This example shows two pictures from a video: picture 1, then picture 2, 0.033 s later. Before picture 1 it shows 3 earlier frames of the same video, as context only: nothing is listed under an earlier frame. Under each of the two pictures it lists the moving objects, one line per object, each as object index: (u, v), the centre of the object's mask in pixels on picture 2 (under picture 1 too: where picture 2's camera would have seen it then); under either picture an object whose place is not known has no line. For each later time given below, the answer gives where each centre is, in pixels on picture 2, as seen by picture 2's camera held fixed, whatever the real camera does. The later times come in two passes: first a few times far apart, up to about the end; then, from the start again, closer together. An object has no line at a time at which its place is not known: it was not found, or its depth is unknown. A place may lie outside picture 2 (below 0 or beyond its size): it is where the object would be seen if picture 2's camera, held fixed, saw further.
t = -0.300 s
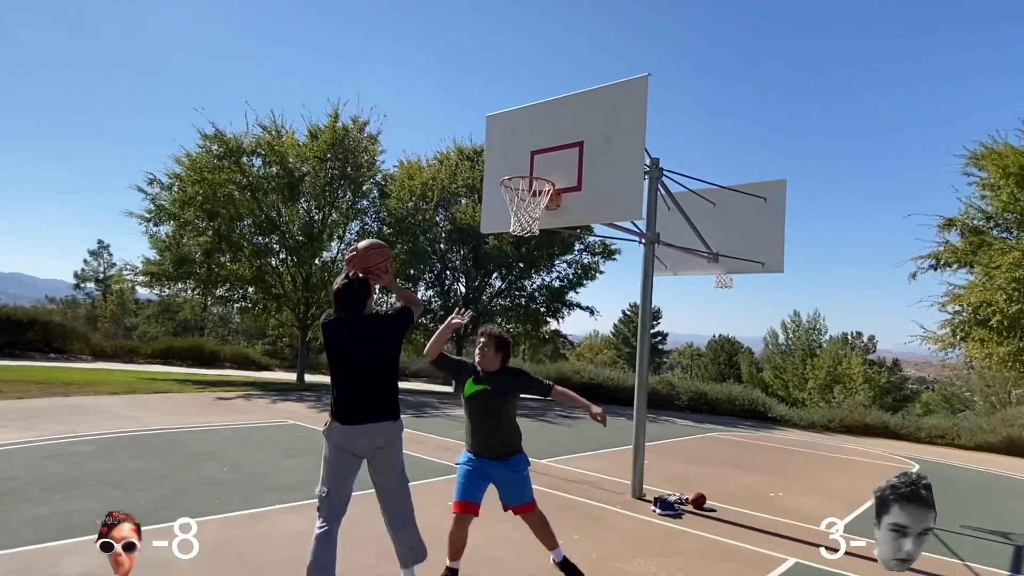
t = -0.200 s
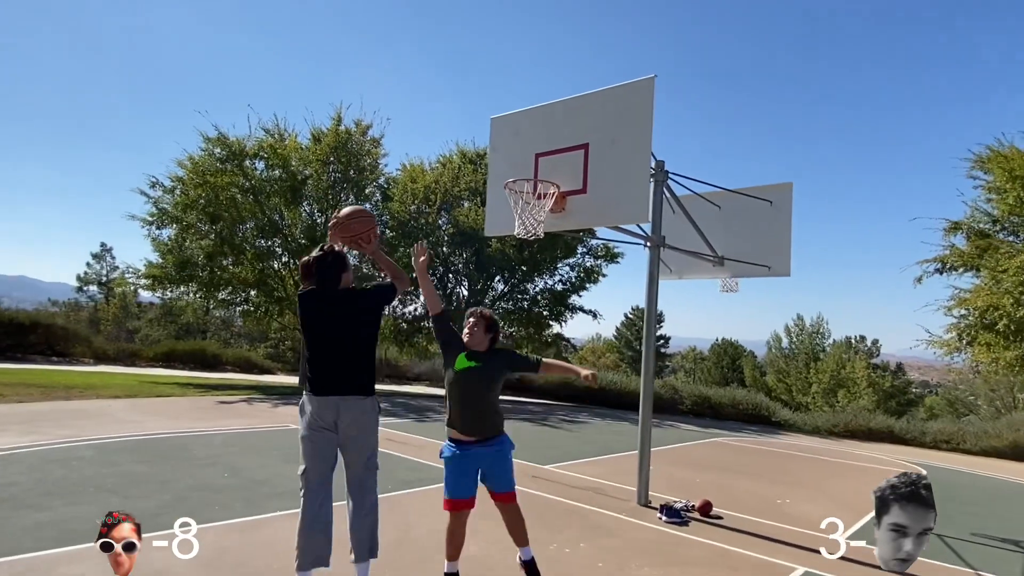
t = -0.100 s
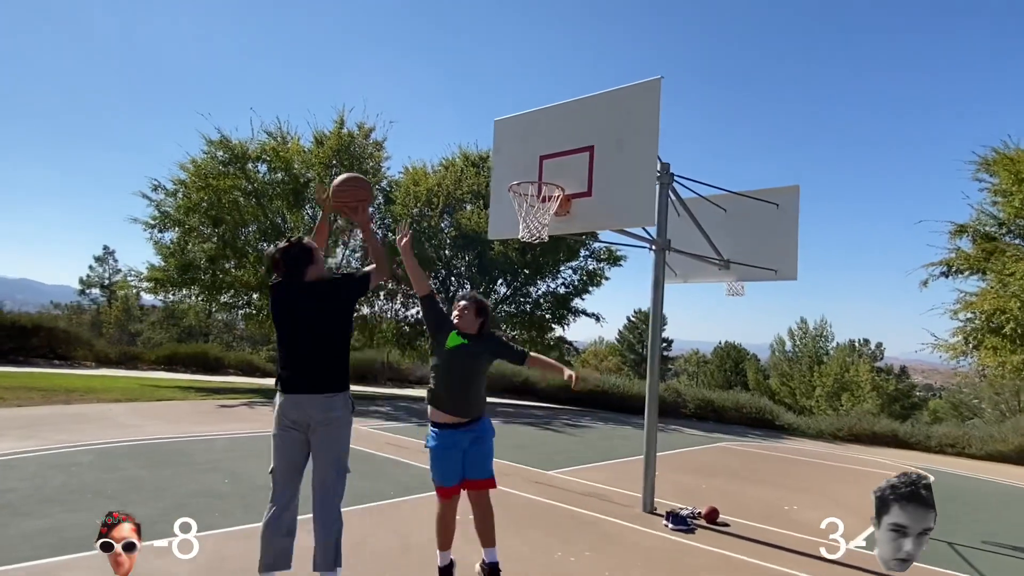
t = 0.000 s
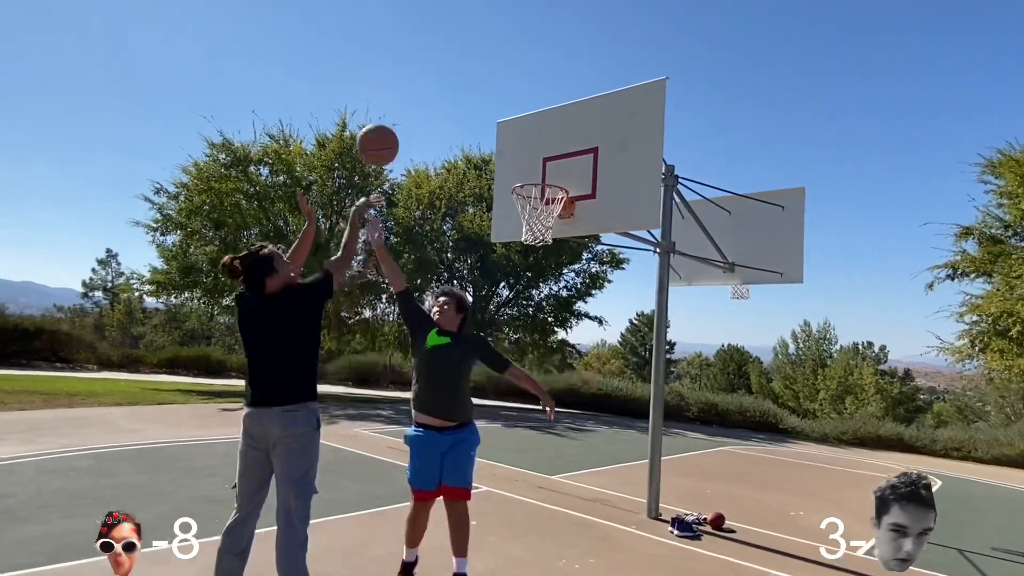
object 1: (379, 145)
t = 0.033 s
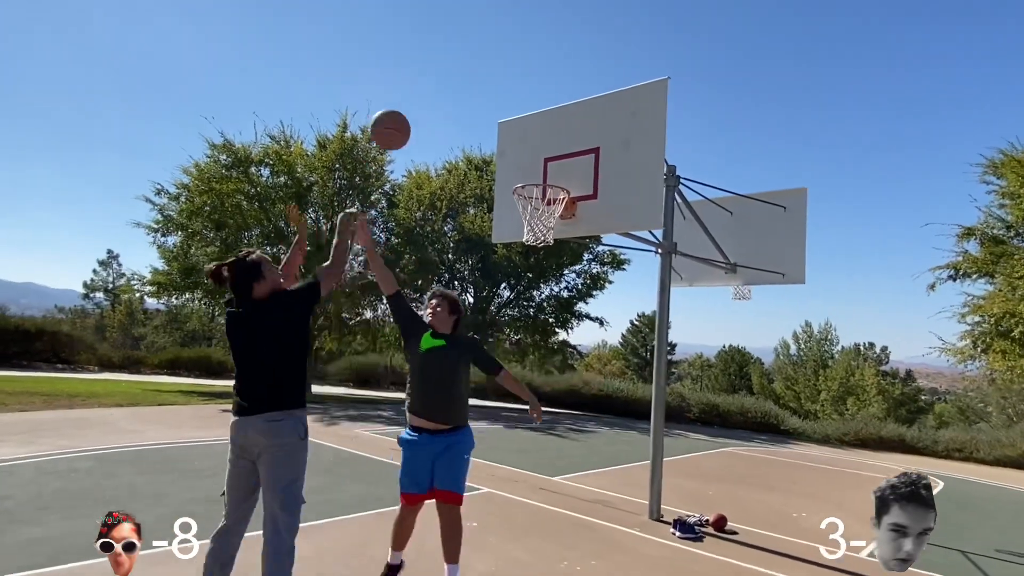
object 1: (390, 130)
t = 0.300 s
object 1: (462, 81)
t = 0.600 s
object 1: (512, 142)
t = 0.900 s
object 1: (551, 215)
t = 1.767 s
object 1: (512, 375)
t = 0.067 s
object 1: (401, 117)
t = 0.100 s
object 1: (411, 106)
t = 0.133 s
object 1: (421, 97)
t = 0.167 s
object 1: (430, 90)
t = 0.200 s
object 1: (439, 86)
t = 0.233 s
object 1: (447, 82)
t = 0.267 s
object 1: (455, 81)
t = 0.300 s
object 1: (462, 81)
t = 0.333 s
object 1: (469, 83)
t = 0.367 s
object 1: (476, 86)
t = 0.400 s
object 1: (482, 90)
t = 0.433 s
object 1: (488, 96)
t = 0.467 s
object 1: (493, 103)
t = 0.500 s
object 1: (498, 111)
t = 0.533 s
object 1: (503, 121)
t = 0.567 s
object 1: (508, 131)
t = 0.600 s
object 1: (512, 142)
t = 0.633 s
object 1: (517, 154)
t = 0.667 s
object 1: (521, 168)
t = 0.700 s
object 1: (526, 177)
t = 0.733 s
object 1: (532, 185)
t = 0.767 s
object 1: (536, 193)
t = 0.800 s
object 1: (542, 202)
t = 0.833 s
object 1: (548, 207)
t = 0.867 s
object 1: (550, 213)
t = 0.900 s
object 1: (551, 215)
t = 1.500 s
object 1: (517, 264)
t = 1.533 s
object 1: (517, 274)
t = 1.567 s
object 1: (516, 284)
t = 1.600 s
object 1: (516, 297)
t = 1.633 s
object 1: (513, 309)
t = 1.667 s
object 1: (512, 323)
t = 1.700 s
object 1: (515, 340)
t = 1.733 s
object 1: (512, 356)
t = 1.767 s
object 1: (512, 375)
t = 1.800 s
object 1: (511, 394)
